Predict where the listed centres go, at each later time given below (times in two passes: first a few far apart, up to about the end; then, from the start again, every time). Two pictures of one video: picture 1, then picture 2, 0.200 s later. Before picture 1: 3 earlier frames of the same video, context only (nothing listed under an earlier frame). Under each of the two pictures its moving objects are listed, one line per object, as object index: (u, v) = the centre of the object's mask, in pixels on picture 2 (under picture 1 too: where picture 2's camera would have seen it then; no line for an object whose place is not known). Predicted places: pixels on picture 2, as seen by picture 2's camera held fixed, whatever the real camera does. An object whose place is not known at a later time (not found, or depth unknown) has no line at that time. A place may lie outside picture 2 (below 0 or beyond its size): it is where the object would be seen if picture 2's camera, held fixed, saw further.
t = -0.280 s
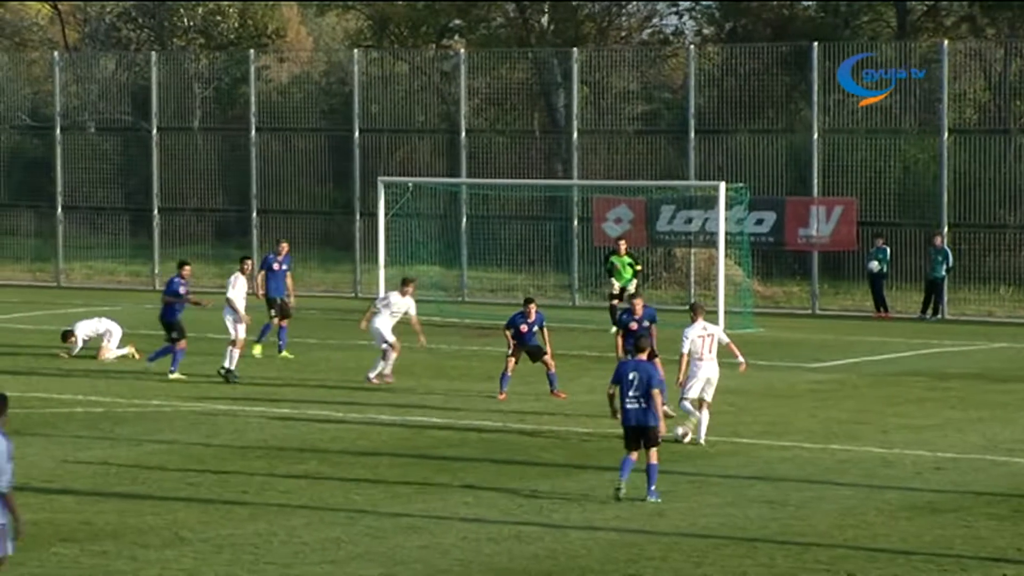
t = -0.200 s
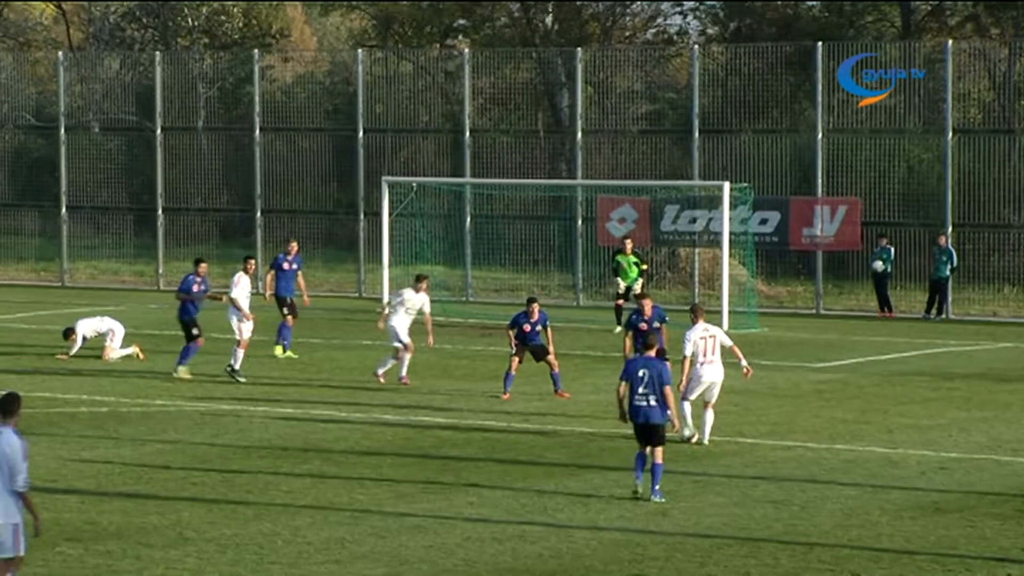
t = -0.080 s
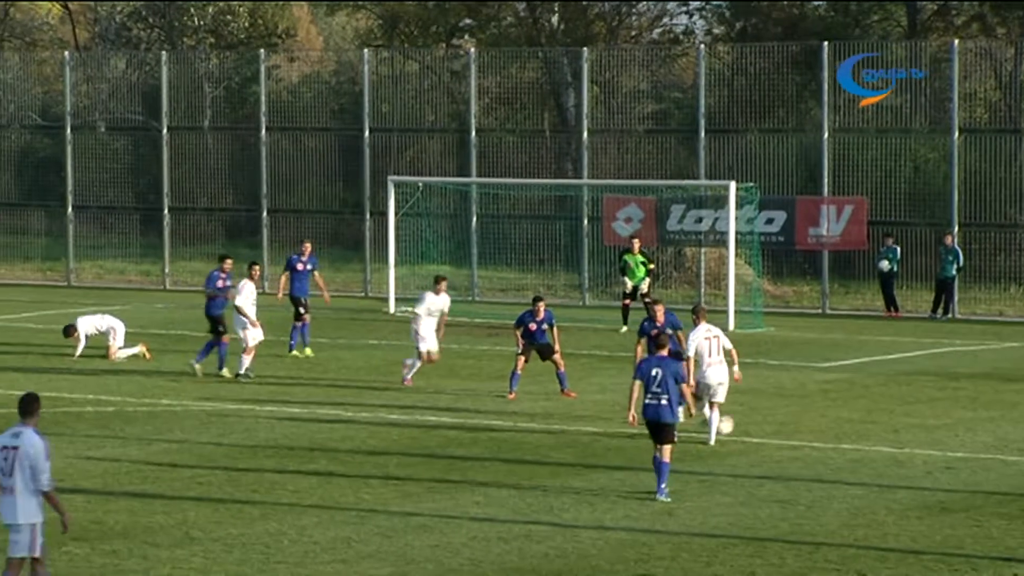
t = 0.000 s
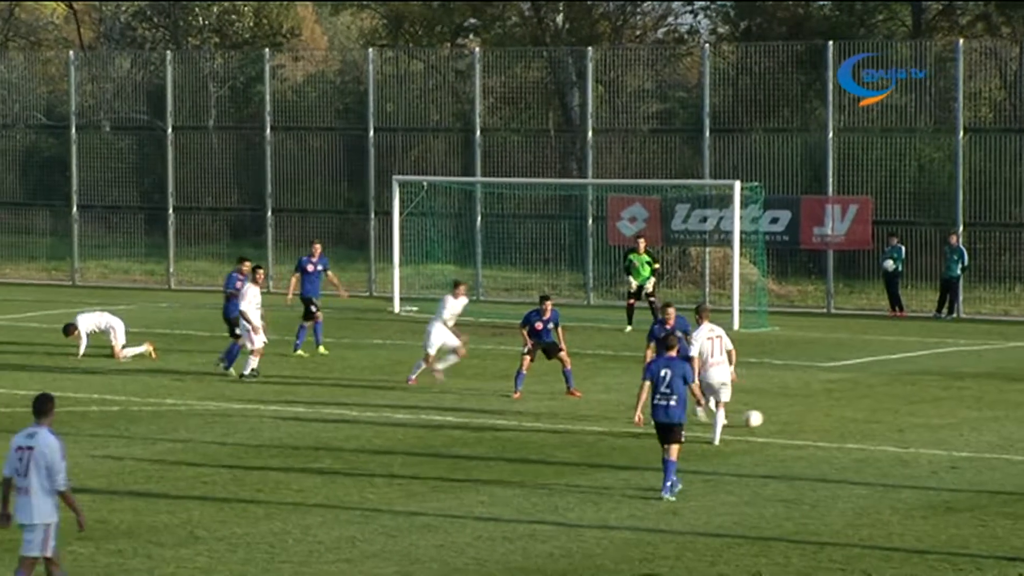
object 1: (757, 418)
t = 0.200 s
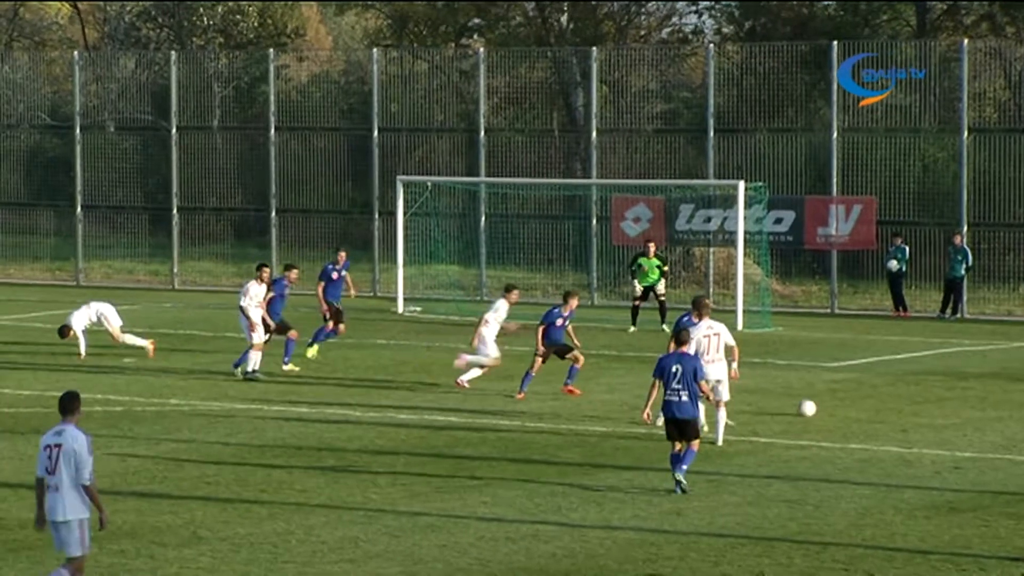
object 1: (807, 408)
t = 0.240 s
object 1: (816, 406)
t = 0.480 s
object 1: (858, 394)
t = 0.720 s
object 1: (895, 388)
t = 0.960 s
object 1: (928, 380)
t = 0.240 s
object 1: (816, 406)
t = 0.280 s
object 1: (824, 403)
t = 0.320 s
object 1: (831, 401)
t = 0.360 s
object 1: (838, 400)
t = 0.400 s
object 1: (845, 399)
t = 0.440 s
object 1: (852, 397)
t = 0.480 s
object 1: (858, 394)
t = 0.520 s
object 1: (864, 393)
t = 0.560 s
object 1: (871, 393)
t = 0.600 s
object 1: (878, 391)
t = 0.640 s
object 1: (883, 389)
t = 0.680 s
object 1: (889, 388)
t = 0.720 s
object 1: (895, 388)
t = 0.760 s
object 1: (901, 386)
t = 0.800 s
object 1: (905, 383)
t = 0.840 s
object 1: (911, 383)
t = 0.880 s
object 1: (917, 383)
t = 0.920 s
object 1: (923, 383)
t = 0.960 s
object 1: (928, 380)
